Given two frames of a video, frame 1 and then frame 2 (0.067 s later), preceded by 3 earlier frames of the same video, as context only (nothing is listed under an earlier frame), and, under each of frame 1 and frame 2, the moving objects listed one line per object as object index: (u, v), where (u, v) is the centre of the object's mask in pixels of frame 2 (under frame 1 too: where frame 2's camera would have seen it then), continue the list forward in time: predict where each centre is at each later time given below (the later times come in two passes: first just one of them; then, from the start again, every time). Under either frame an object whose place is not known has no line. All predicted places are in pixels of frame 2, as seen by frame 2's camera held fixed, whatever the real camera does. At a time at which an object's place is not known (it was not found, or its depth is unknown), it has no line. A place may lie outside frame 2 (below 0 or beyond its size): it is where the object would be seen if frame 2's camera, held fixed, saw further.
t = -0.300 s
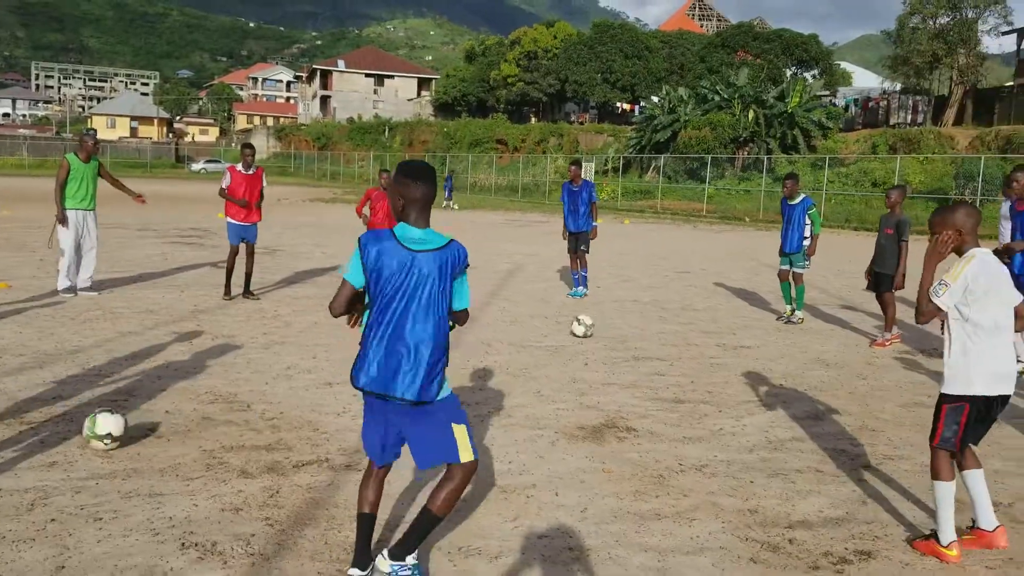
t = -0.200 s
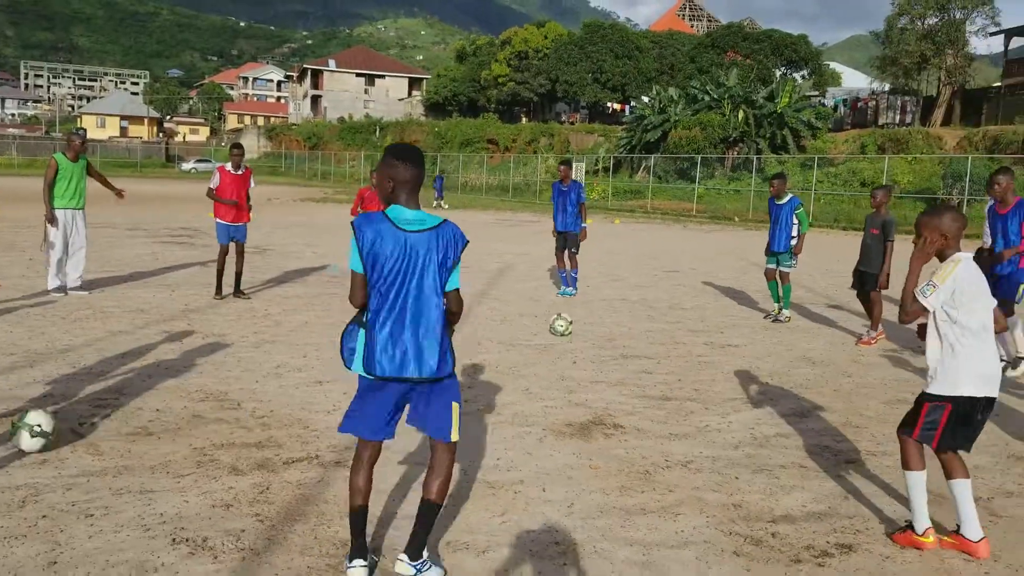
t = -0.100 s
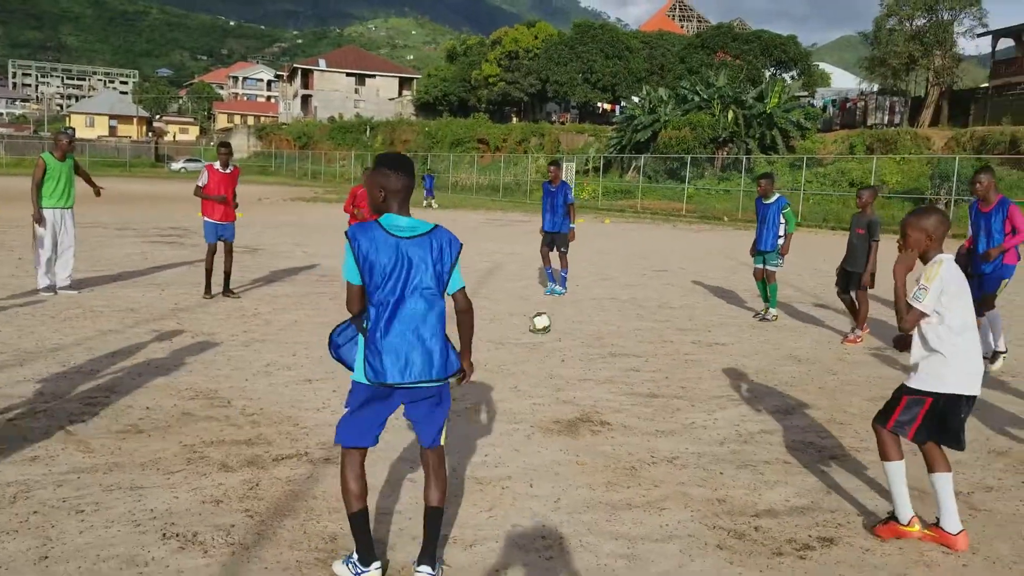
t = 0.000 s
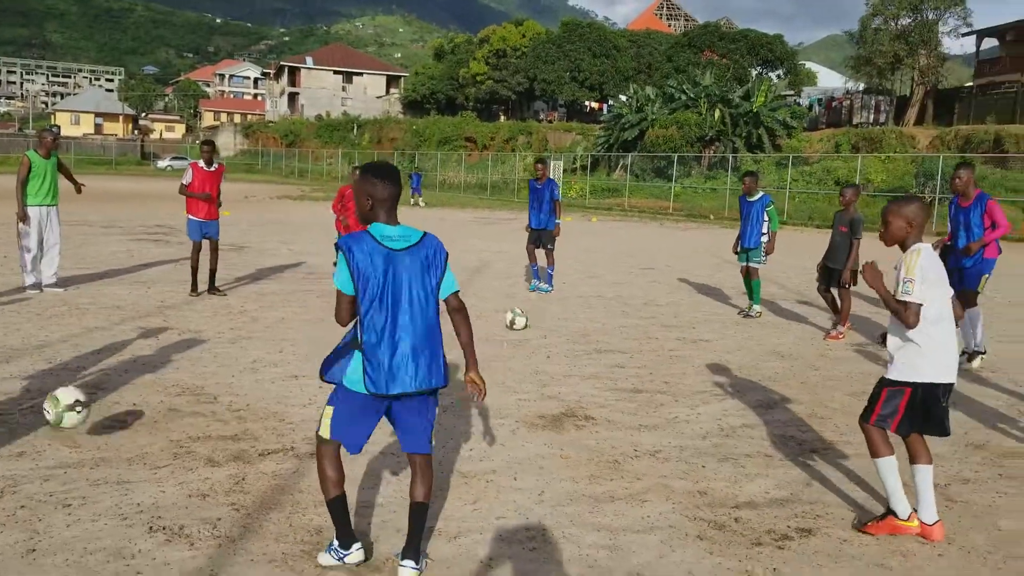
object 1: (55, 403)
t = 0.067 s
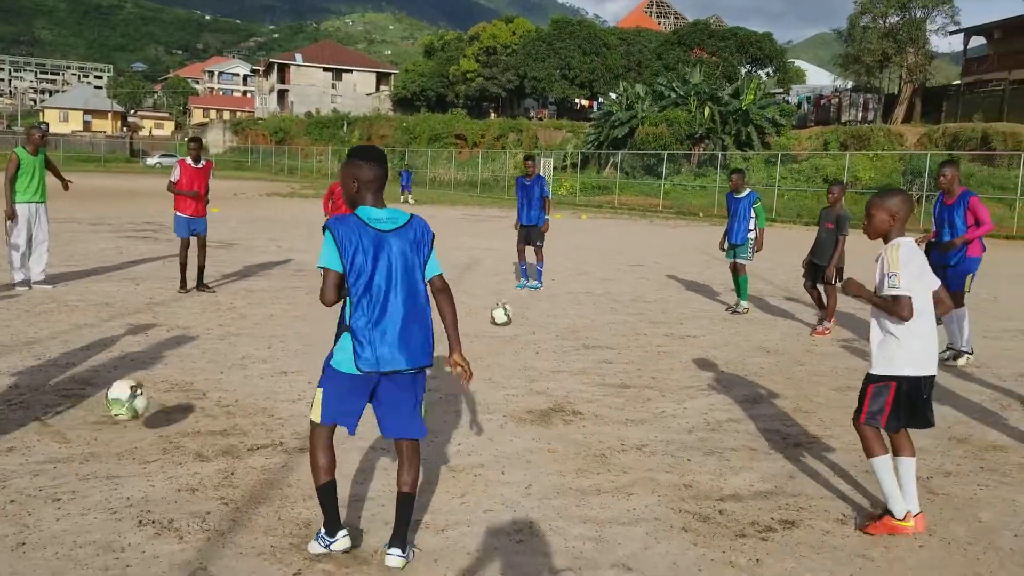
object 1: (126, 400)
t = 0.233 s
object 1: (292, 418)
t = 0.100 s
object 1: (162, 401)
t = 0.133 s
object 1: (196, 405)
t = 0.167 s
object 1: (231, 411)
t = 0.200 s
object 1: (264, 417)
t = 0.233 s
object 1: (292, 418)
